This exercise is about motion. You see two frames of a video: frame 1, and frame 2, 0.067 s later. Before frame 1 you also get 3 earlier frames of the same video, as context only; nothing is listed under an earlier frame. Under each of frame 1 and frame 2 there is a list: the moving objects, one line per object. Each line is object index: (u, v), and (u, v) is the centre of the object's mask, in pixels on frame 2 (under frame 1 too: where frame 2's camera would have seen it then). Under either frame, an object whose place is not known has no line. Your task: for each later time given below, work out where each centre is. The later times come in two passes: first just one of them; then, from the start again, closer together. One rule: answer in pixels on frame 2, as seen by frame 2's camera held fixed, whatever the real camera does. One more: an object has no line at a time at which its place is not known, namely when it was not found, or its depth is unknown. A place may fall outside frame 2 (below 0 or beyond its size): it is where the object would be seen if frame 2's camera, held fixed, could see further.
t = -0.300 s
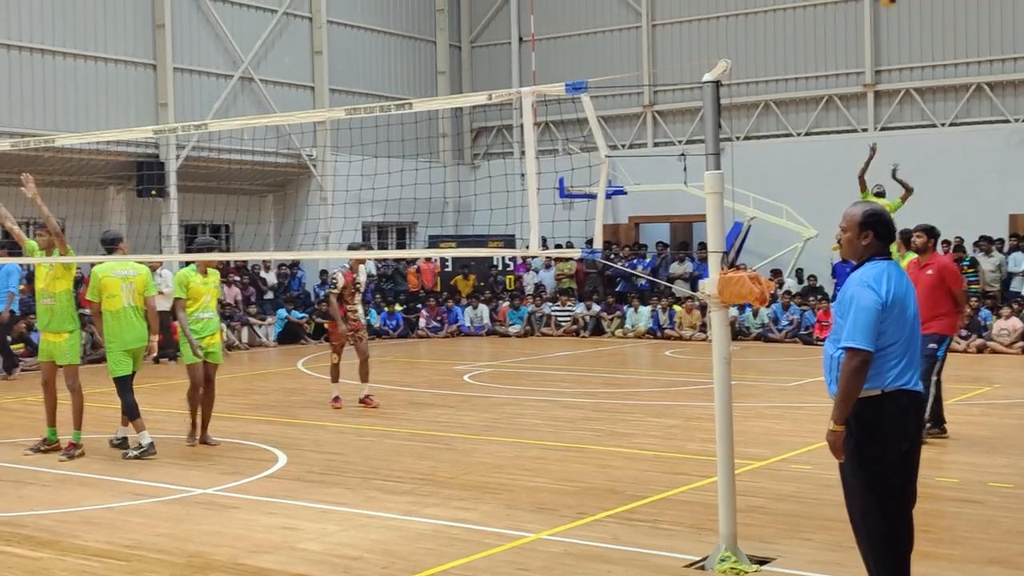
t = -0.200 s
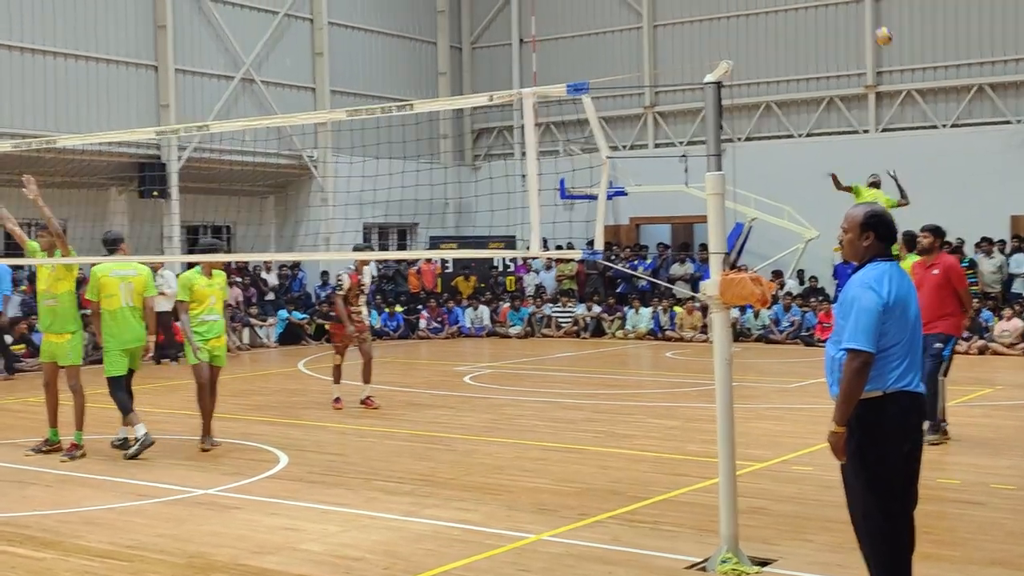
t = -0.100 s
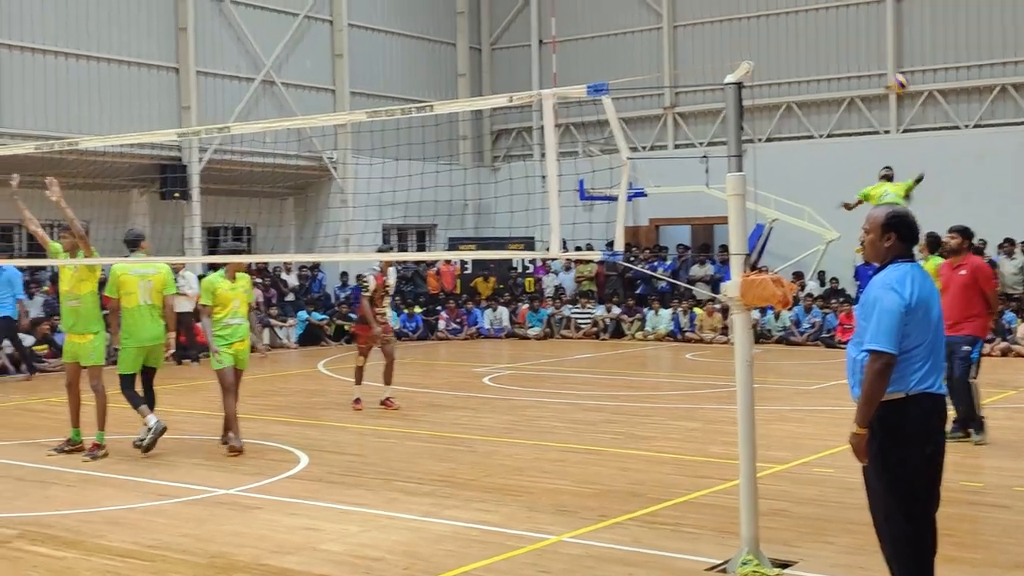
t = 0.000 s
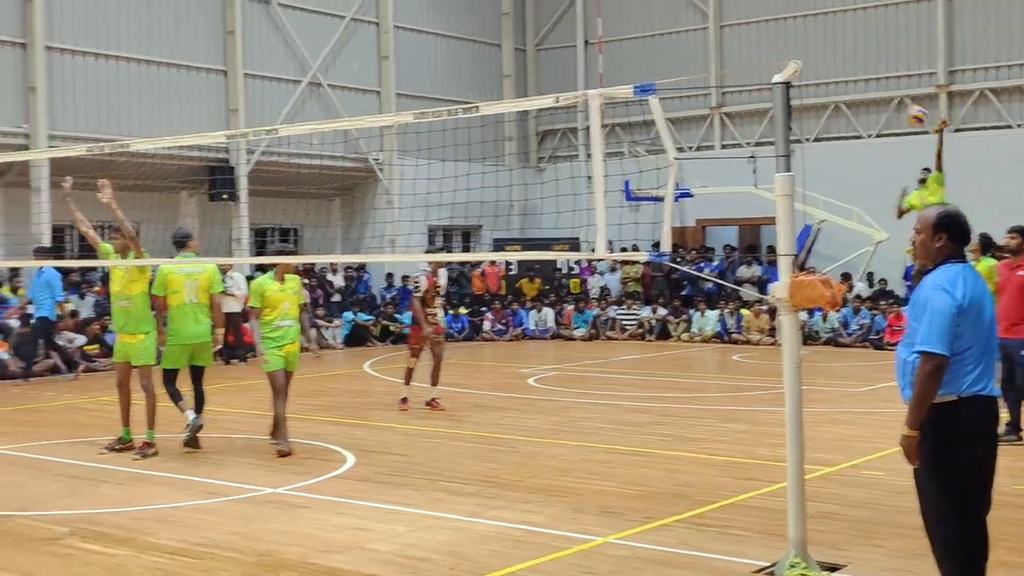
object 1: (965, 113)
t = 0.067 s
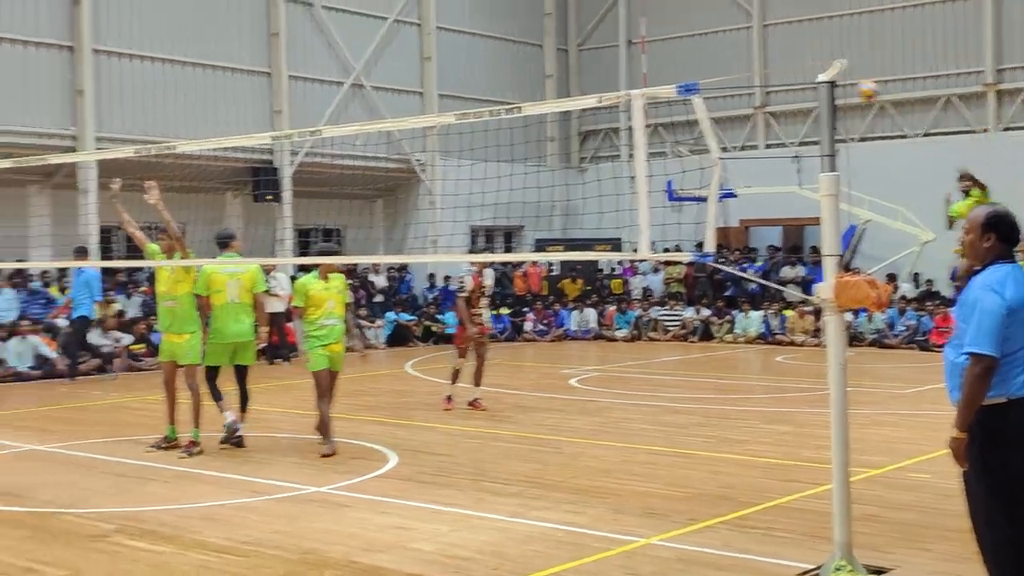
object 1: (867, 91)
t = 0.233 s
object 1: (578, 60)
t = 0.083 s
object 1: (843, 86)
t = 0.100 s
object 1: (811, 79)
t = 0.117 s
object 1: (787, 77)
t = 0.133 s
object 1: (760, 75)
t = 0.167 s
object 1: (702, 68)
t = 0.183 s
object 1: (671, 65)
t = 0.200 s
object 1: (641, 62)
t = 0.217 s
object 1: (609, 61)
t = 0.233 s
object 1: (578, 60)
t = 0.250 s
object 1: (545, 59)
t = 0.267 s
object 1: (510, 58)
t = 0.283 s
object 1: (477, 58)
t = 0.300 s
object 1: (440, 59)
